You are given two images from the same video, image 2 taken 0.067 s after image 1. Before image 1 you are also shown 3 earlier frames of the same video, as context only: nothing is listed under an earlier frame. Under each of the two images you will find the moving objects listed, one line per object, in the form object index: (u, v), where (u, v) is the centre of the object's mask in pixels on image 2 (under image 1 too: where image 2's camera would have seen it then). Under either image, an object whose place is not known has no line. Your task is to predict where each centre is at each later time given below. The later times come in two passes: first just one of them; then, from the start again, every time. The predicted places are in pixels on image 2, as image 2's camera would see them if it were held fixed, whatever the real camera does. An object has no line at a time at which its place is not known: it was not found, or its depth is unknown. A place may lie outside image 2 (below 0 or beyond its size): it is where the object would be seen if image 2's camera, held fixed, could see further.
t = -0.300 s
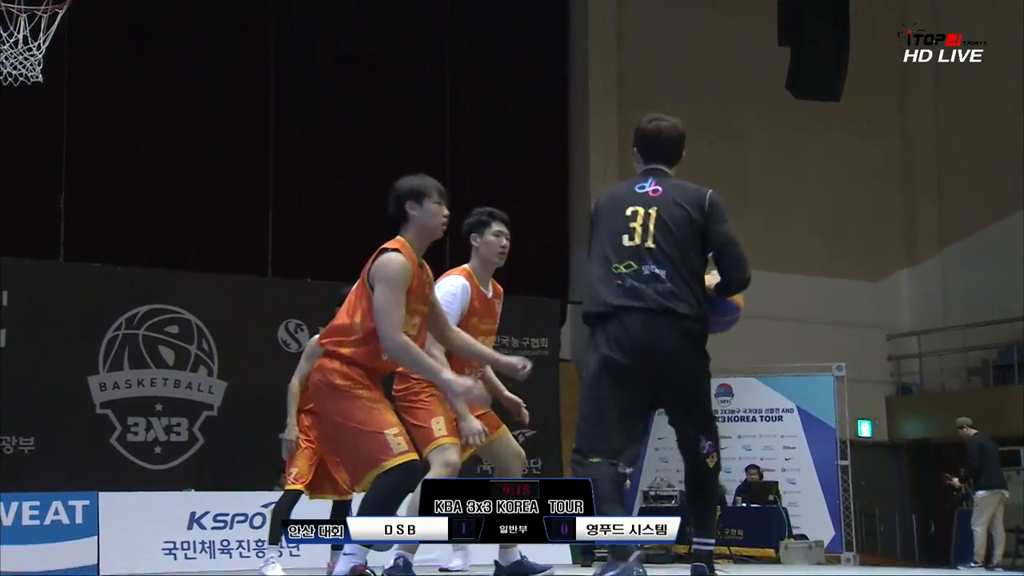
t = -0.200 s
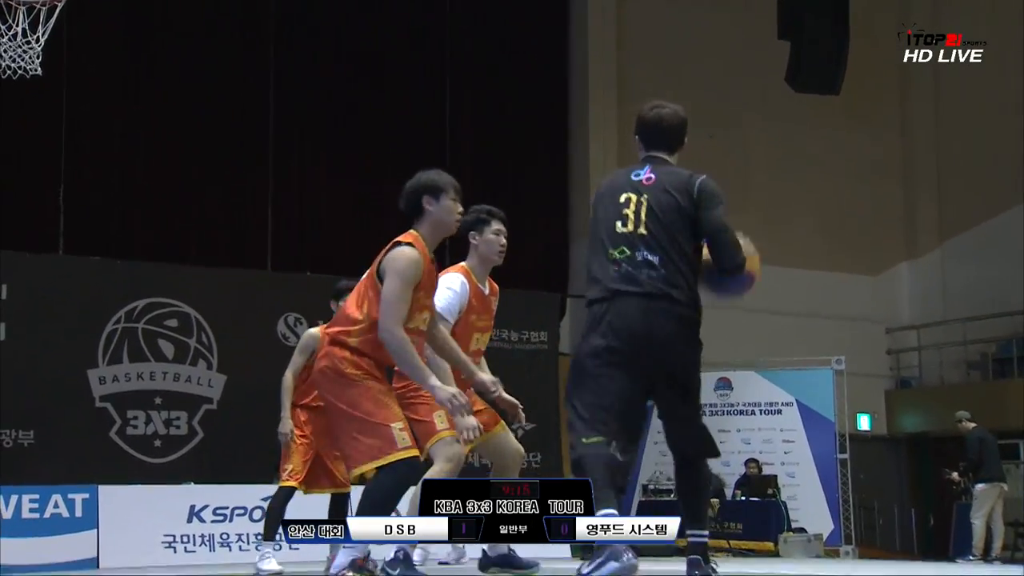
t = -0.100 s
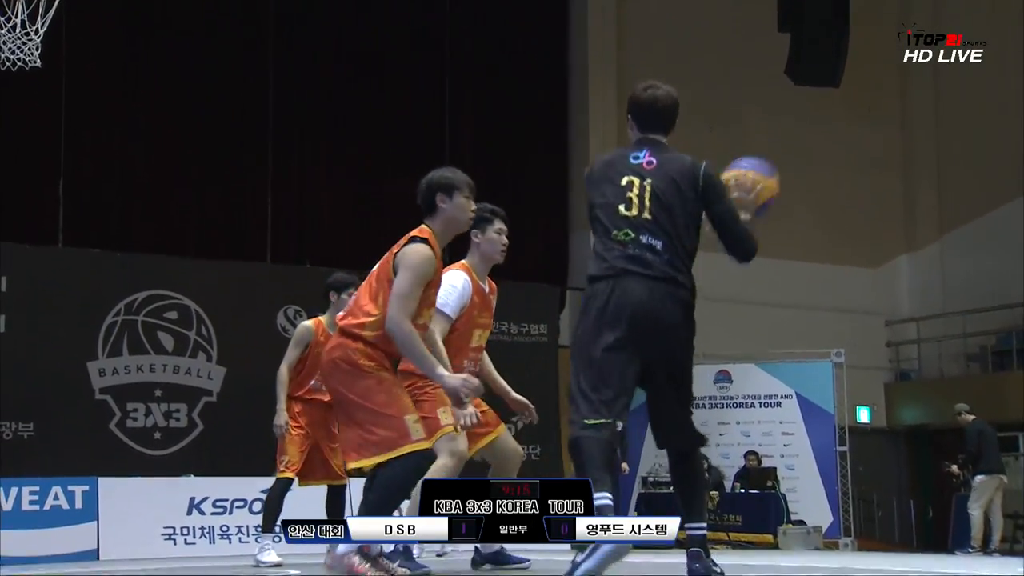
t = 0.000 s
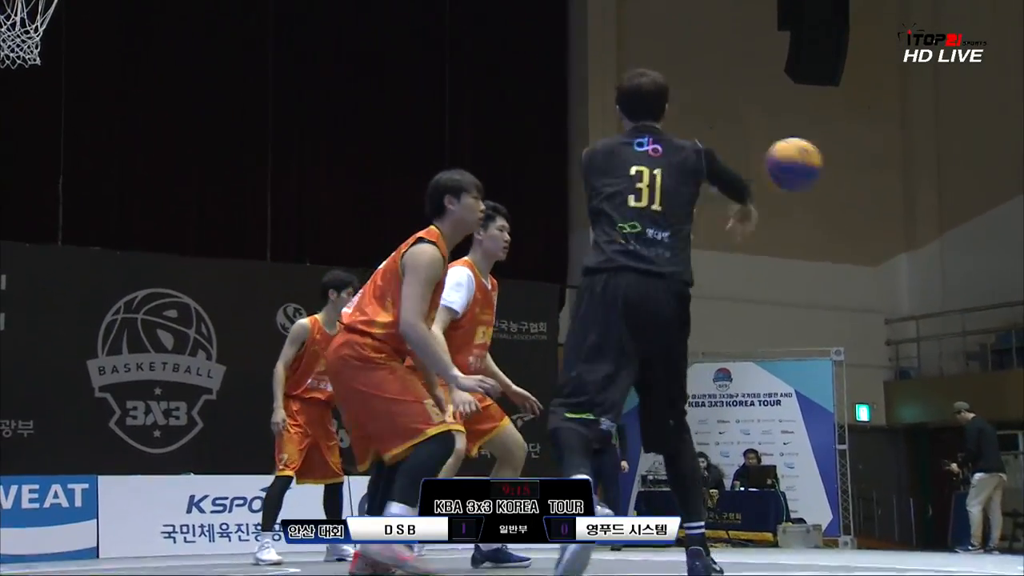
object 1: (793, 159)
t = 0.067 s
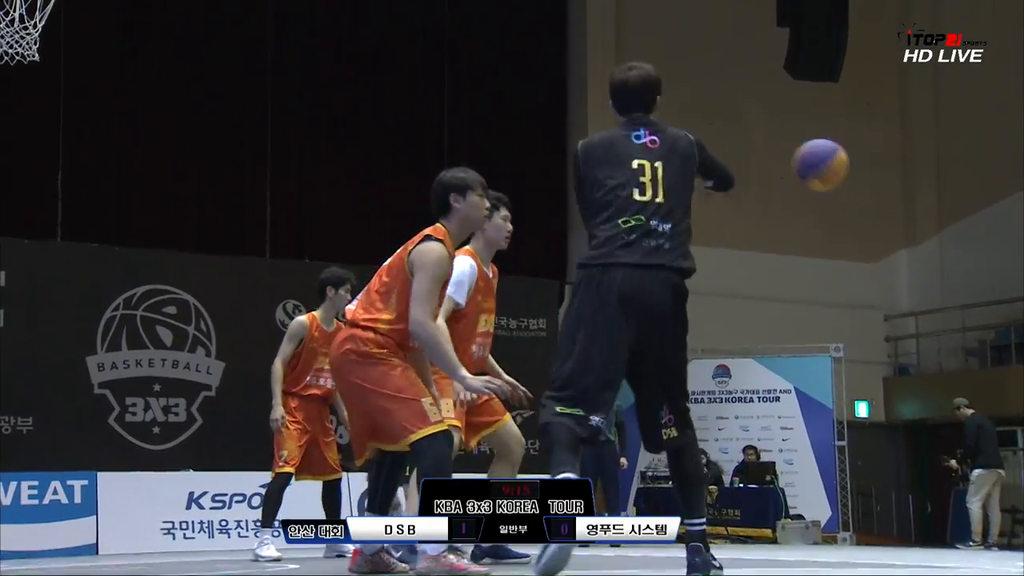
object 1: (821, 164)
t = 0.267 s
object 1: (885, 210)
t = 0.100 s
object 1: (832, 168)
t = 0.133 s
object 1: (844, 174)
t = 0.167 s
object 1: (856, 181)
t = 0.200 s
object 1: (866, 190)
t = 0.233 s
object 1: (877, 199)
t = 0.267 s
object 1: (885, 210)
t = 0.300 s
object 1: (895, 223)
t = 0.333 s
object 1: (902, 235)
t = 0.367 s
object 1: (910, 250)
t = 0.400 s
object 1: (918, 264)
